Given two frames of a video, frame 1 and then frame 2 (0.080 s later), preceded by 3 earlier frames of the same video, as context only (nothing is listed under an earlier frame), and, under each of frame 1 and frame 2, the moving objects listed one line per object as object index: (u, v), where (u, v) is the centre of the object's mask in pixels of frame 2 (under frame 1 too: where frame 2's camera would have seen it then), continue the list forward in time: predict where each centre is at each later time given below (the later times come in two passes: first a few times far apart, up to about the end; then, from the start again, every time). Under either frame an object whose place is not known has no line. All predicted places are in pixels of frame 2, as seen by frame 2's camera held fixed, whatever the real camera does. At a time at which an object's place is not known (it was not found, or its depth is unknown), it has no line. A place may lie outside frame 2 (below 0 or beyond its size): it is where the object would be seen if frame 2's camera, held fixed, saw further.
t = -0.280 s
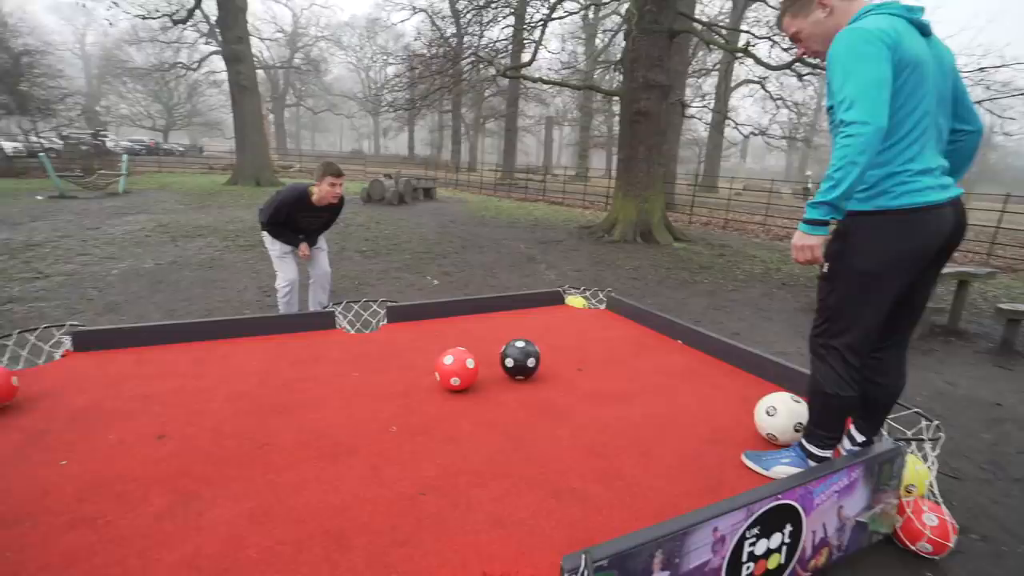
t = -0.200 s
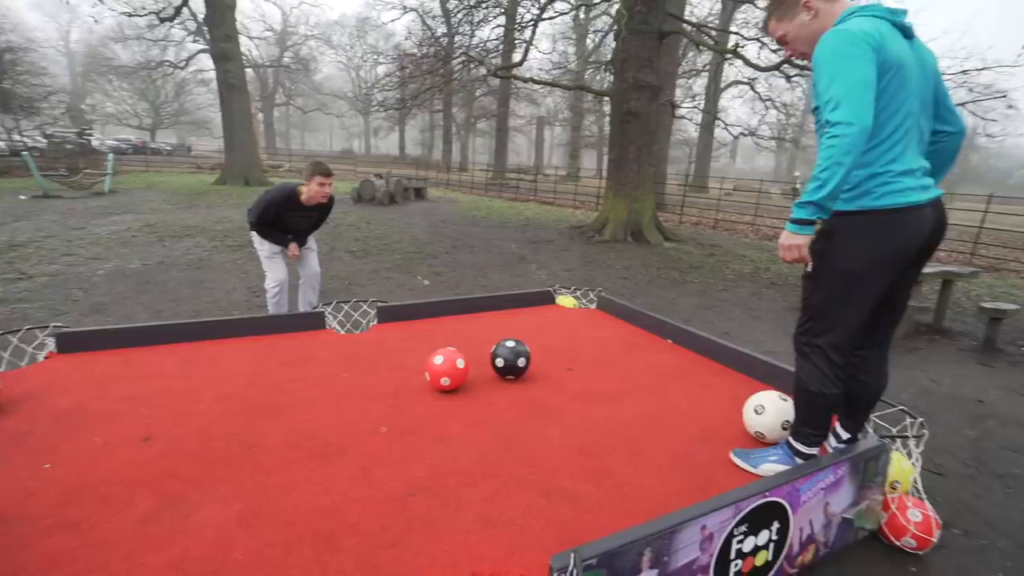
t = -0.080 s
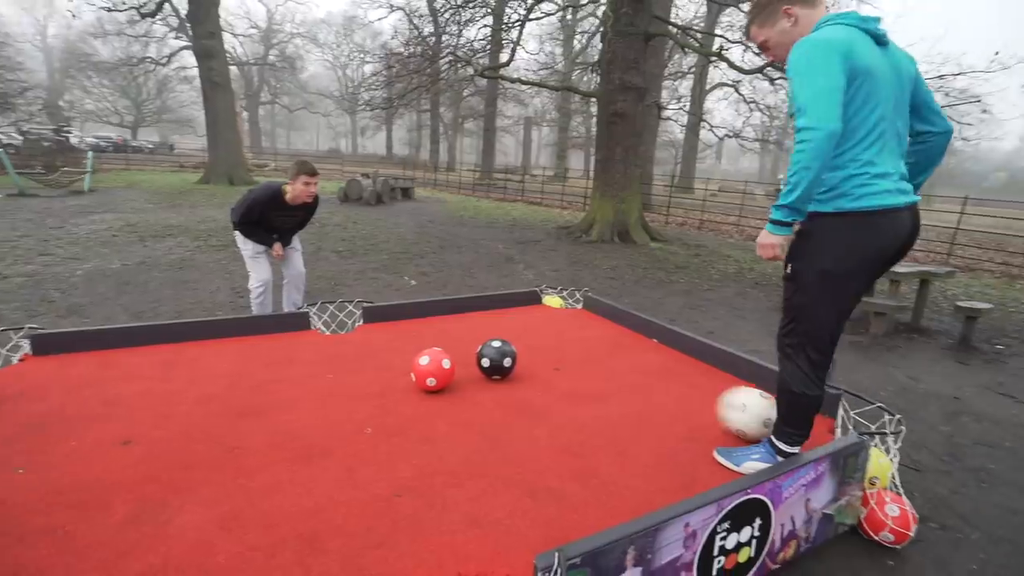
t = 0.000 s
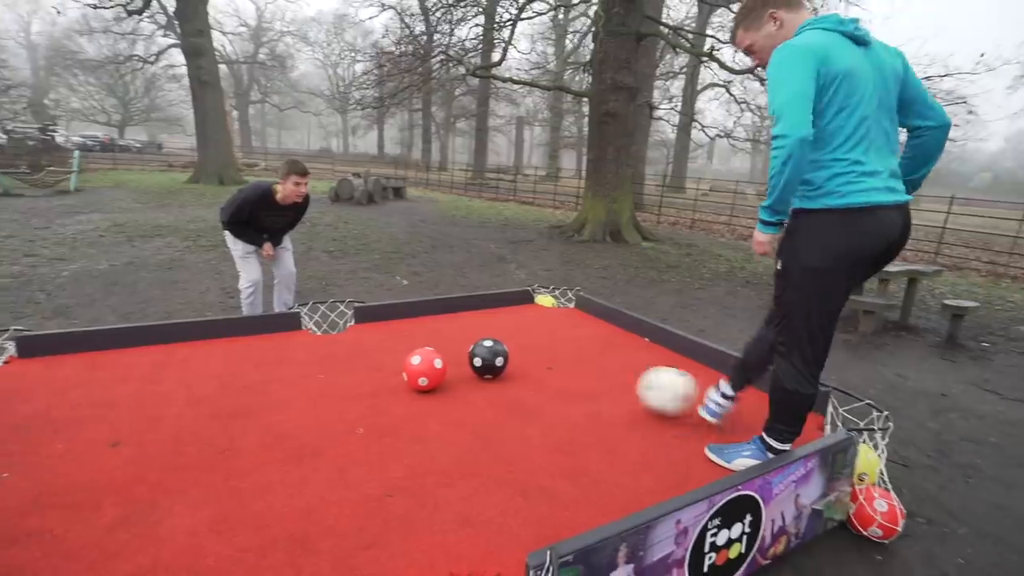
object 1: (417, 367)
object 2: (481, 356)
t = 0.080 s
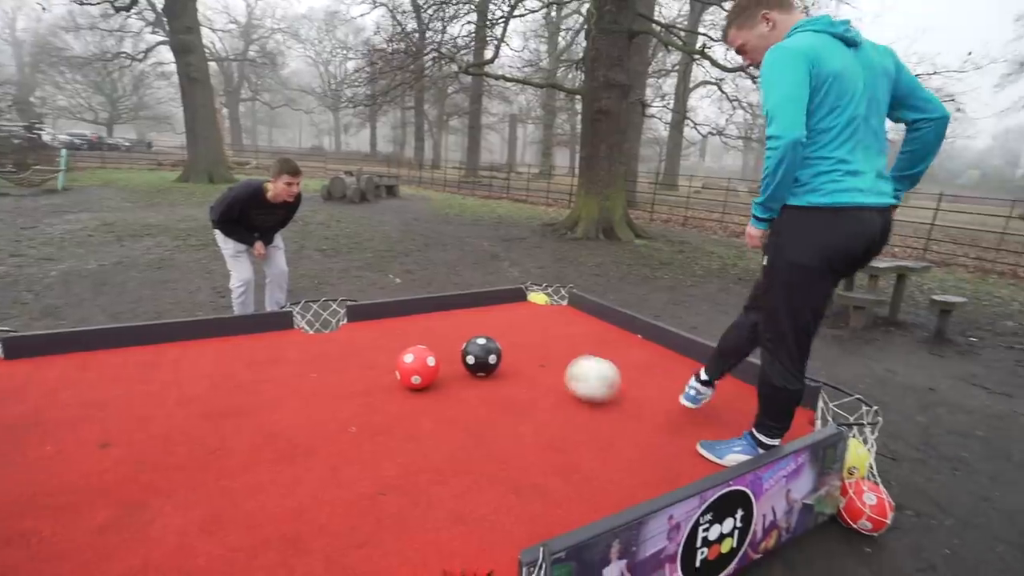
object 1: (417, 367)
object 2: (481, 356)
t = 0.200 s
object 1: (417, 367)
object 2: (479, 355)
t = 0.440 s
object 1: (416, 367)
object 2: (419, 337)
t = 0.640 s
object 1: (415, 367)
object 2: (385, 335)
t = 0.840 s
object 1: (414, 368)
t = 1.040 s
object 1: (410, 367)
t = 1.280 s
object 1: (407, 368)
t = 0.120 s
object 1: (417, 367)
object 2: (481, 355)
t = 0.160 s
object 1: (417, 367)
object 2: (481, 355)
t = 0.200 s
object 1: (417, 367)
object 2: (479, 355)
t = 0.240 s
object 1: (417, 367)
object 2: (469, 353)
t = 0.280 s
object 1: (417, 367)
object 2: (457, 350)
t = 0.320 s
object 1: (417, 367)
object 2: (448, 347)
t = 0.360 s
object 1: (417, 367)
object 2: (439, 342)
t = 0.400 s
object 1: (416, 367)
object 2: (428, 338)
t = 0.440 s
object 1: (416, 367)
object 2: (419, 337)
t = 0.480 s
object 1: (415, 367)
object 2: (410, 336)
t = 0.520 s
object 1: (416, 367)
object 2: (403, 336)
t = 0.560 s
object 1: (415, 367)
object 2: (396, 336)
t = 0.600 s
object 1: (416, 367)
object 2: (391, 336)
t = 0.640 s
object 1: (415, 367)
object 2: (385, 335)
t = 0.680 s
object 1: (416, 367)
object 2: (379, 334)
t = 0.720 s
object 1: (417, 367)
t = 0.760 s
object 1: (416, 367)
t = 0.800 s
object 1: (415, 367)
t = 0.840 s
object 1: (414, 368)
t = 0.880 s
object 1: (413, 368)
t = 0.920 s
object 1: (412, 368)
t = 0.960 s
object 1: (411, 368)
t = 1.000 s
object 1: (411, 368)
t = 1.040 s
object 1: (410, 367)
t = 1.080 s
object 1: (410, 368)
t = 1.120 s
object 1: (408, 368)
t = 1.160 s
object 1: (408, 368)
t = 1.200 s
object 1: (408, 368)
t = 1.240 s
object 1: (407, 368)
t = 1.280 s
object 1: (407, 368)
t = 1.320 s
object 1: (406, 368)
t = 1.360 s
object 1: (405, 368)
